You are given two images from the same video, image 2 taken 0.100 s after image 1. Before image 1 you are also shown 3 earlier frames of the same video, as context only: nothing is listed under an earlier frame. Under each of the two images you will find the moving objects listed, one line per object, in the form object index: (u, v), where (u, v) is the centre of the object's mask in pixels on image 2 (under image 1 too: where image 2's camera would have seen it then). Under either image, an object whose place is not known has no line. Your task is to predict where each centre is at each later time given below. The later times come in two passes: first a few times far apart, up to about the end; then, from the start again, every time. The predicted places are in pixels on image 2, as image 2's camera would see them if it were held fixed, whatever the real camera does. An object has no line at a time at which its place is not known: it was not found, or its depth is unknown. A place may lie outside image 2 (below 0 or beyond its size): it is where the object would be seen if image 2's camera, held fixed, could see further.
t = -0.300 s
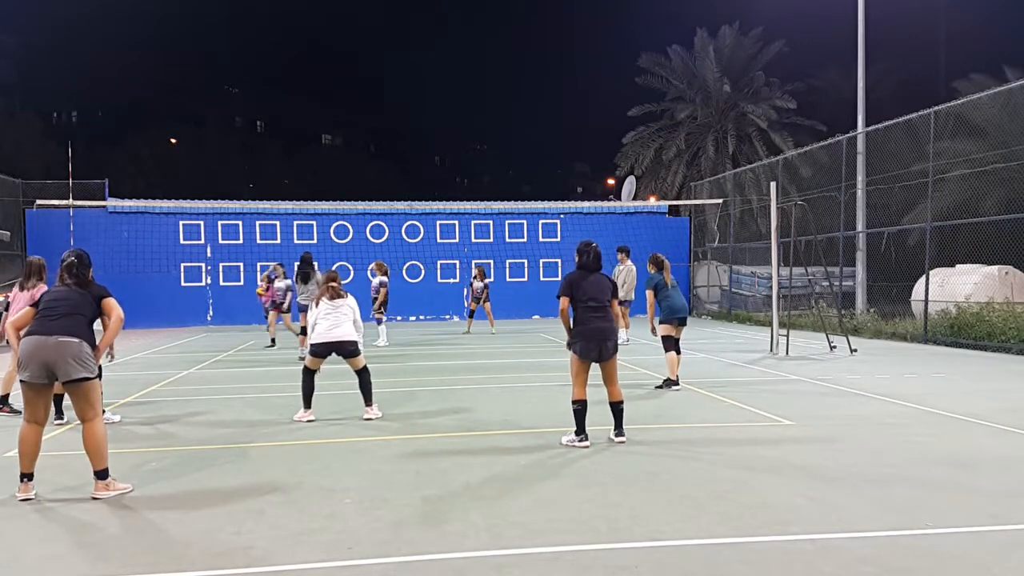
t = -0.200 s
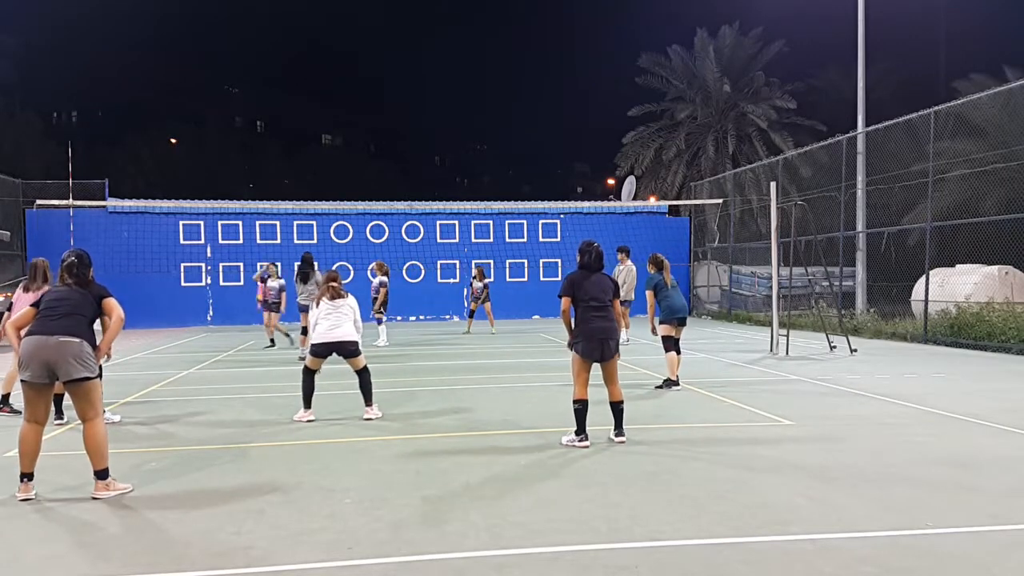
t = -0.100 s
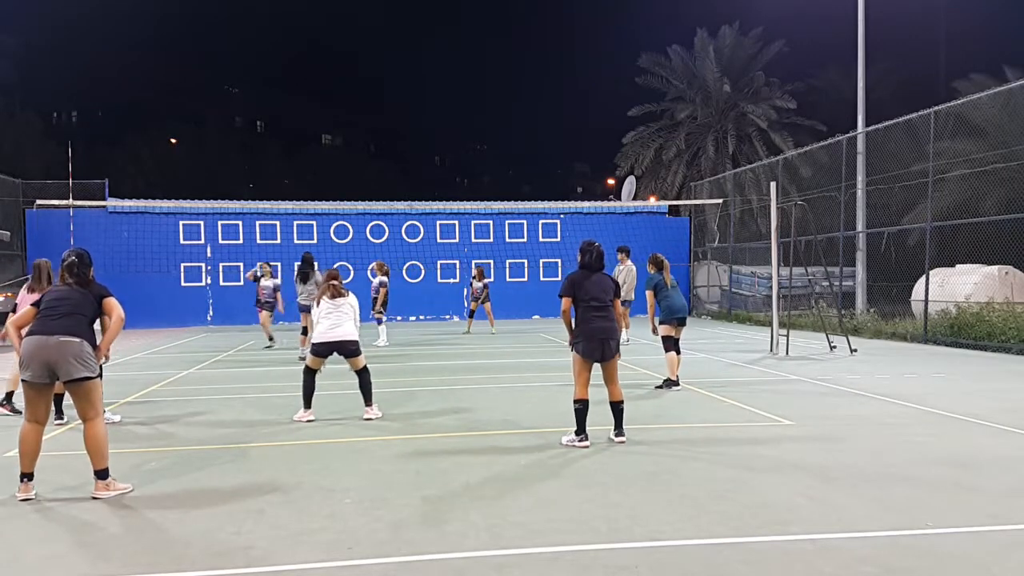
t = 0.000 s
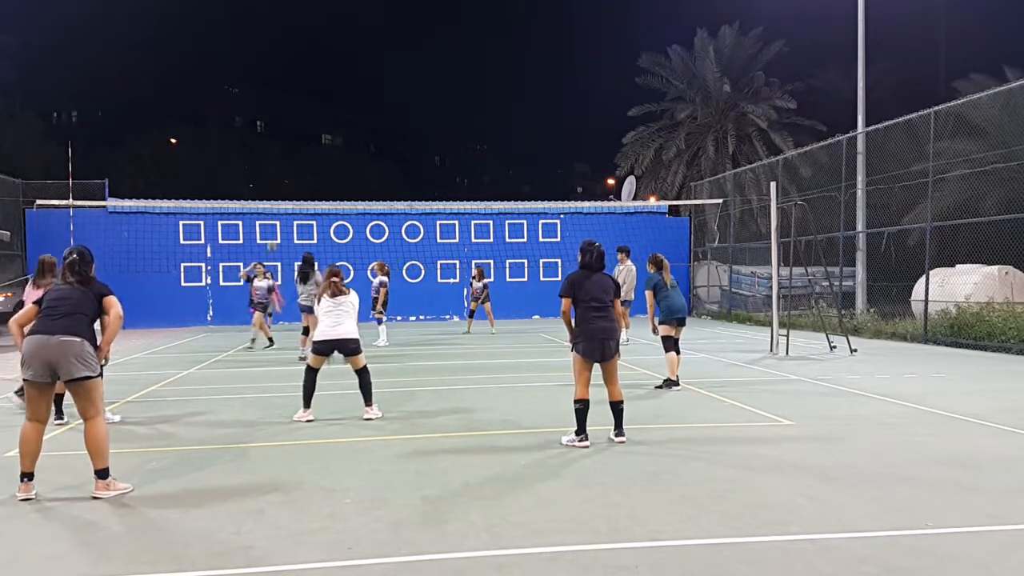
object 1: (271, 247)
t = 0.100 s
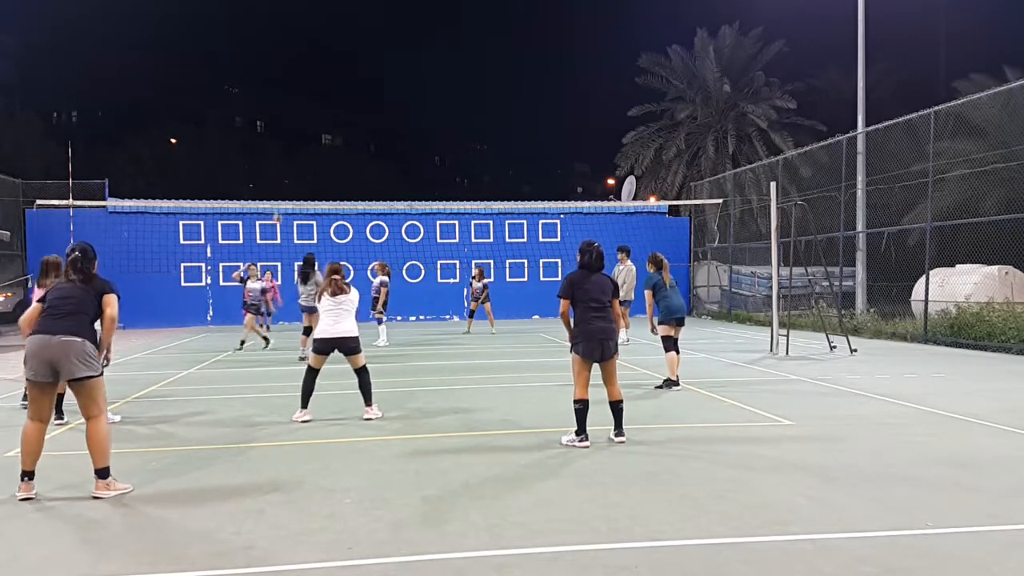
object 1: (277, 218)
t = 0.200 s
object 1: (281, 194)
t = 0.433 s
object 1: (295, 152)
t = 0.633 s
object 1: (307, 138)
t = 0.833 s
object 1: (317, 144)
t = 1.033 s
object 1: (330, 176)
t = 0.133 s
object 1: (278, 211)
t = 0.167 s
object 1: (279, 200)
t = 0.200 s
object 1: (281, 194)
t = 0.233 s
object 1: (283, 186)
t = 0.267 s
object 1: (285, 180)
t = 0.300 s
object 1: (287, 173)
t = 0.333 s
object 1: (288, 167)
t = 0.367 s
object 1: (290, 161)
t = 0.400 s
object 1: (293, 157)
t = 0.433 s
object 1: (295, 152)
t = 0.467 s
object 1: (297, 148)
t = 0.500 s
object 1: (299, 145)
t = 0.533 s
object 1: (301, 143)
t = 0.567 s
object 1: (303, 140)
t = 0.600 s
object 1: (305, 139)
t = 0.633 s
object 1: (307, 138)
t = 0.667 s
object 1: (309, 137)
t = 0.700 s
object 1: (310, 138)
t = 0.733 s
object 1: (312, 138)
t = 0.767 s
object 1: (314, 140)
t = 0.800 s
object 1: (316, 142)
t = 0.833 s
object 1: (317, 144)
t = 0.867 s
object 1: (319, 148)
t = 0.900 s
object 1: (321, 152)
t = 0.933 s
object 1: (323, 156)
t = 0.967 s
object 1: (325, 162)
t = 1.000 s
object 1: (328, 169)
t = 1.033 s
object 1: (330, 176)
